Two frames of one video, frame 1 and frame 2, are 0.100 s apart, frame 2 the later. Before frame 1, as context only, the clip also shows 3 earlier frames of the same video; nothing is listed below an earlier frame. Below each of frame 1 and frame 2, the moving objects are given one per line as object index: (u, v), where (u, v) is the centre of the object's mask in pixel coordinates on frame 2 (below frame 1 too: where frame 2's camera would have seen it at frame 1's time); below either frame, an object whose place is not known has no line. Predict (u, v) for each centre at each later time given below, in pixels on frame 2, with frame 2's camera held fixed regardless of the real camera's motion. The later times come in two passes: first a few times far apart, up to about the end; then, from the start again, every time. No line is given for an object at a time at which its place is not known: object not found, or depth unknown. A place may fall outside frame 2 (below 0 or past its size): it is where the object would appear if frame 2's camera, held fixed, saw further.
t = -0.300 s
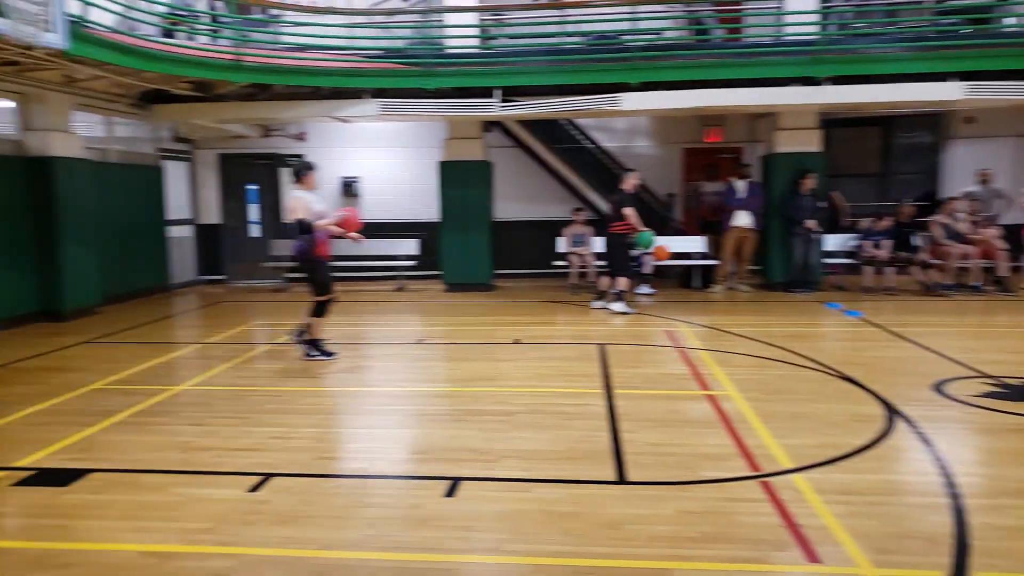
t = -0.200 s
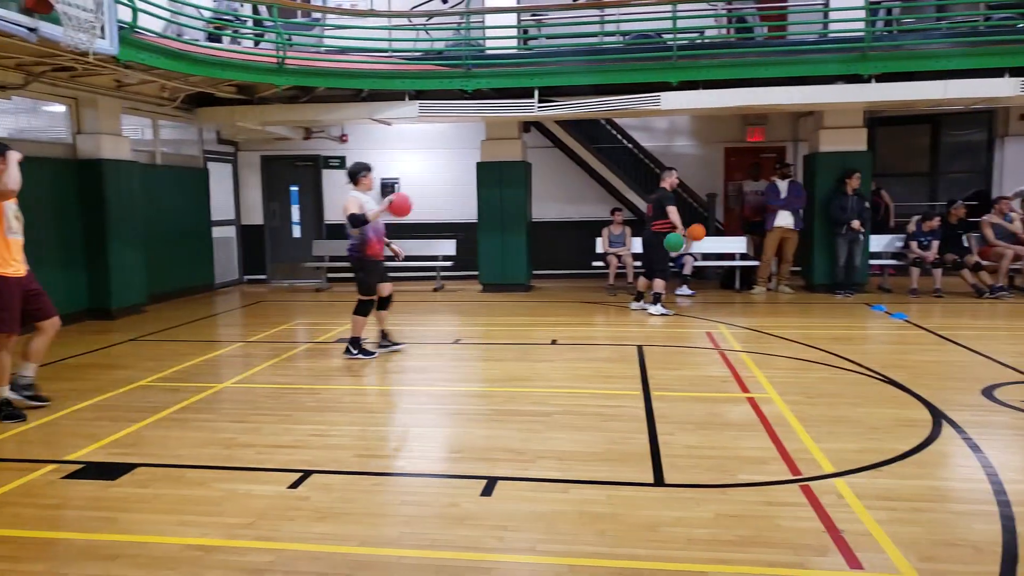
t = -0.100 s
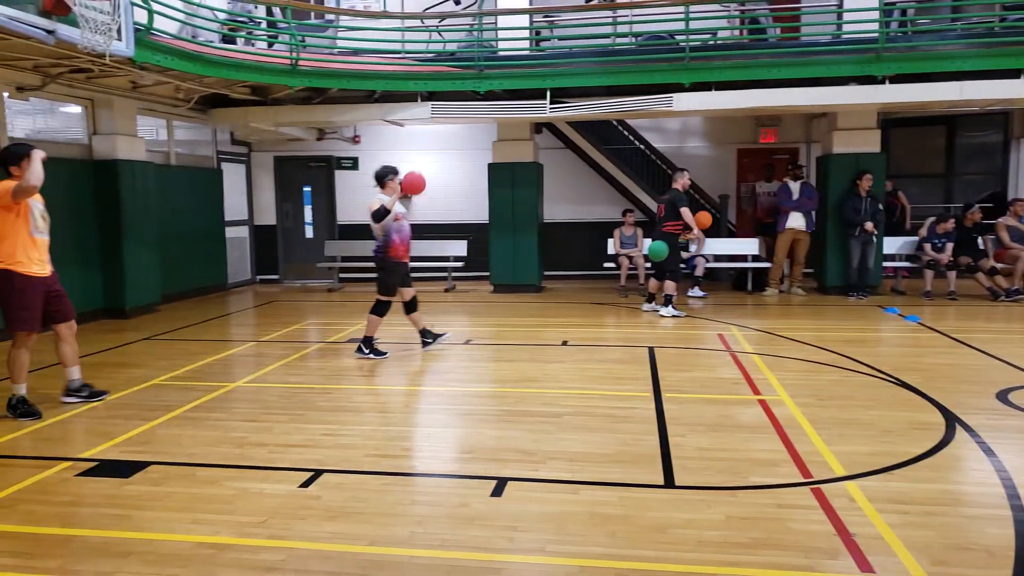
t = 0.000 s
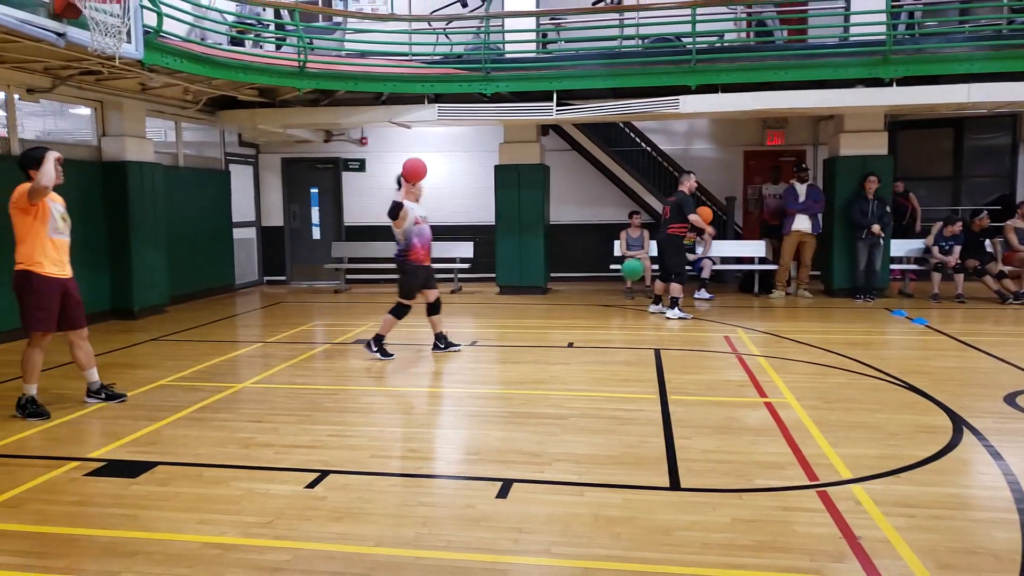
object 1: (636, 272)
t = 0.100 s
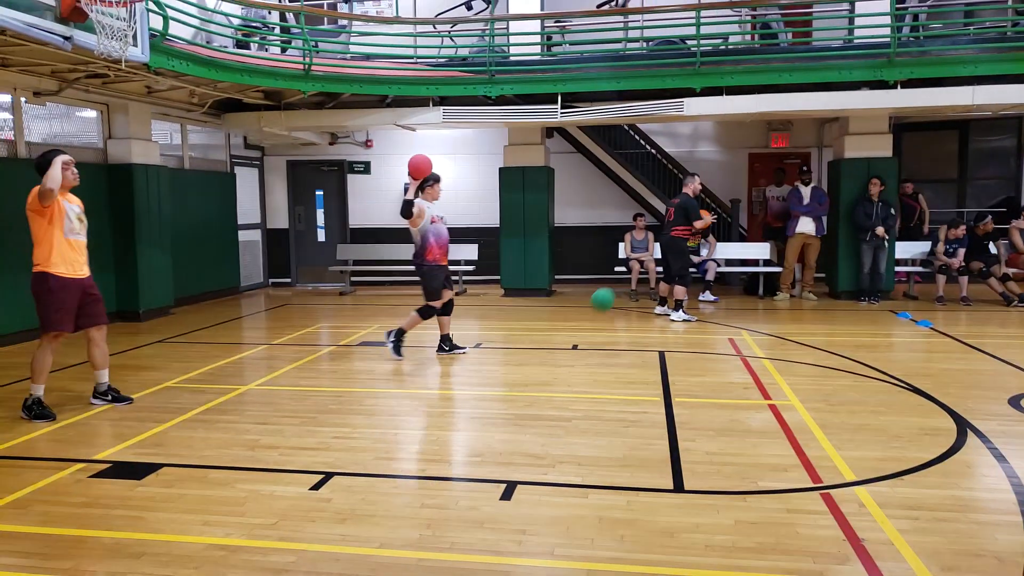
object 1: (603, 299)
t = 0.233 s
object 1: (555, 347)
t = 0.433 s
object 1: (501, 300)
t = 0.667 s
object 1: (428, 301)
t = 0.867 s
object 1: (358, 359)
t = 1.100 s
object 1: (263, 356)
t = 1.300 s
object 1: (168, 354)
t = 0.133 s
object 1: (591, 311)
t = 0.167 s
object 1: (579, 326)
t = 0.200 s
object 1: (566, 342)
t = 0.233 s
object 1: (555, 347)
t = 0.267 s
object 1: (547, 336)
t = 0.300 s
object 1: (538, 327)
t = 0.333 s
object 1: (529, 318)
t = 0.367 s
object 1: (520, 311)
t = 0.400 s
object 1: (510, 305)
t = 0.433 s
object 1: (501, 300)
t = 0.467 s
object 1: (491, 296)
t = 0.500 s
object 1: (481, 294)
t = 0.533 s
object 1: (471, 292)
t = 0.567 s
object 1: (460, 292)
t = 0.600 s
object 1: (450, 293)
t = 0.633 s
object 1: (439, 296)
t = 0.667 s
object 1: (428, 301)
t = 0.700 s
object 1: (417, 307)
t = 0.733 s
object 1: (405, 314)
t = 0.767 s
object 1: (394, 322)
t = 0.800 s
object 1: (382, 333)
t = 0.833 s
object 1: (370, 345)
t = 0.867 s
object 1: (358, 359)
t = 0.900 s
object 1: (345, 375)
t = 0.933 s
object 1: (333, 394)
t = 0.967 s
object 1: (319, 387)
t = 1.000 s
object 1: (306, 377)
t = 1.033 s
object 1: (292, 368)
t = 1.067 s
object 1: (277, 361)
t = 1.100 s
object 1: (263, 356)
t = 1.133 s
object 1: (248, 352)
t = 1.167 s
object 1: (234, 349)
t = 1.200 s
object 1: (218, 348)
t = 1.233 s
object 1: (202, 348)
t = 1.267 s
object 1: (185, 351)
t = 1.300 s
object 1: (168, 354)
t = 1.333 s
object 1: (152, 361)
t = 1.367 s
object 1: (135, 370)
